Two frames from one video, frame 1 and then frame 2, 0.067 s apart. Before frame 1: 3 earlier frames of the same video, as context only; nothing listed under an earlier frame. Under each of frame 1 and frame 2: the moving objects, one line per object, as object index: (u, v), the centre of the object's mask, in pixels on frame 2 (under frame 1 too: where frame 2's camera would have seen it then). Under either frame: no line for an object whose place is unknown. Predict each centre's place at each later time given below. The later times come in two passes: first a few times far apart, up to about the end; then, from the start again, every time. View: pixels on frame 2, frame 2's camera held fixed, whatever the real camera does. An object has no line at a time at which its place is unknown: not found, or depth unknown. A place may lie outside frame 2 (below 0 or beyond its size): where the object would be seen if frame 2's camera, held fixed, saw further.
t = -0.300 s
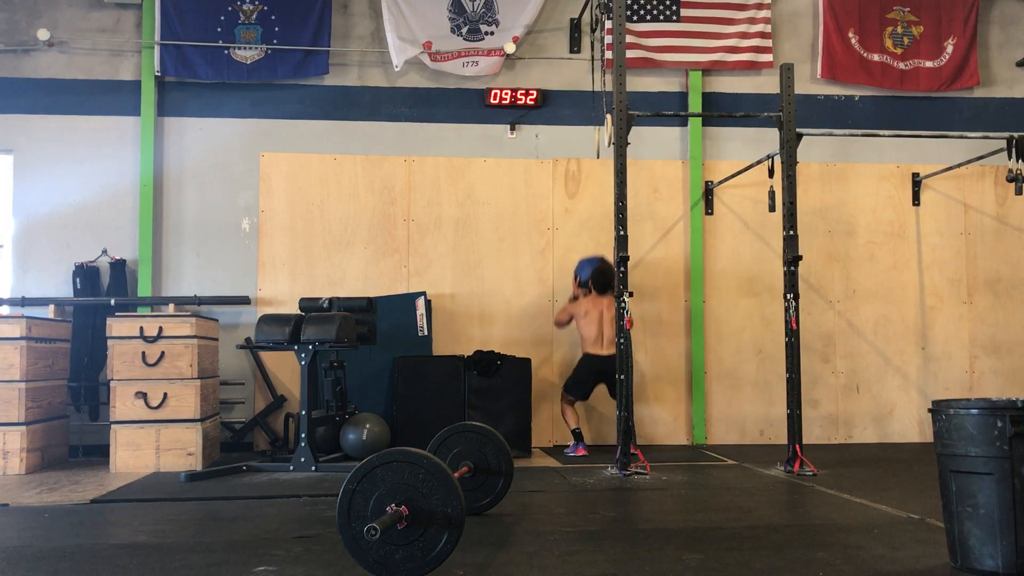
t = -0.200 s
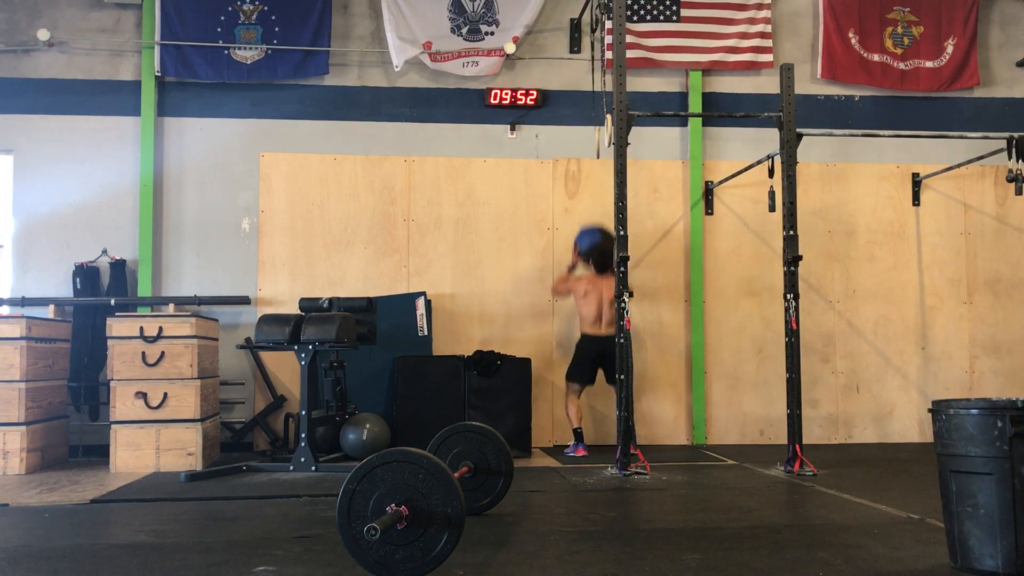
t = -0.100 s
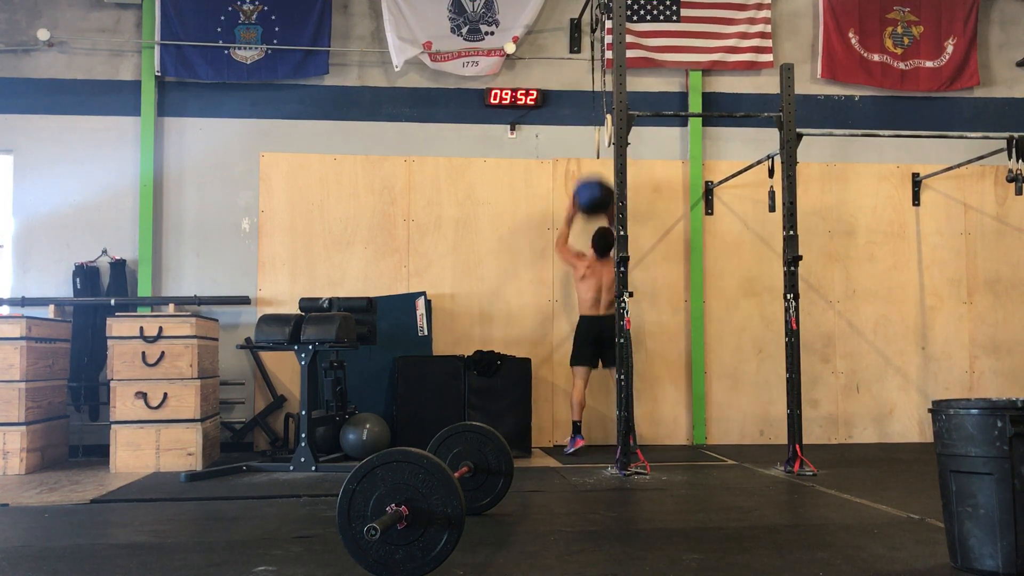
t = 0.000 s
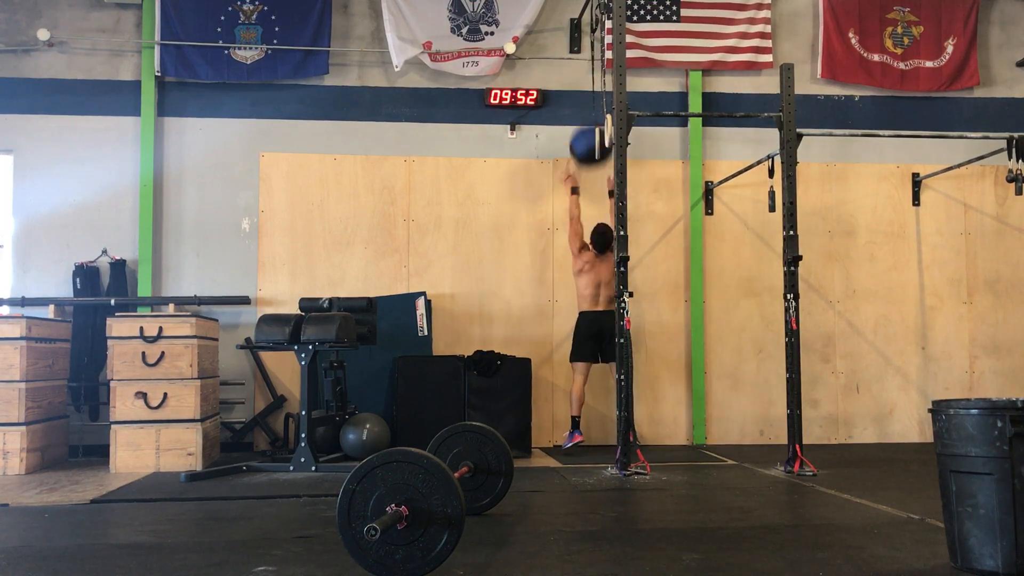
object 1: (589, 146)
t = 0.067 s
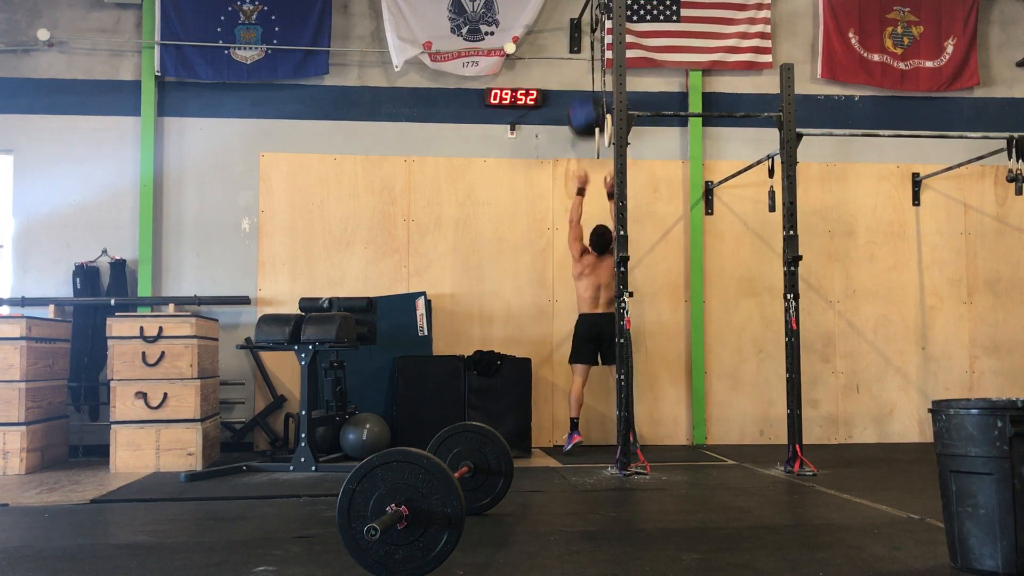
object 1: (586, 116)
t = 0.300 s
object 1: (583, 63)
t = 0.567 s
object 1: (583, 74)
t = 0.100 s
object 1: (585, 105)
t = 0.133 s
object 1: (585, 95)
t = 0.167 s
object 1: (585, 86)
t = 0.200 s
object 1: (584, 77)
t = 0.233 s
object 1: (584, 71)
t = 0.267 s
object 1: (583, 66)
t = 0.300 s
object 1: (583, 63)
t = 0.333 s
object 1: (582, 60)
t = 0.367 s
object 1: (582, 59)
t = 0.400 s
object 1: (582, 58)
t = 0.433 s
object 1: (582, 59)
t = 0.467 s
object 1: (583, 61)
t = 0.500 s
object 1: (583, 64)
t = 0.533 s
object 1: (583, 68)
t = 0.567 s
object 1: (583, 74)
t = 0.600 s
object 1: (583, 80)
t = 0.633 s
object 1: (583, 89)
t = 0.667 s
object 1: (583, 99)
